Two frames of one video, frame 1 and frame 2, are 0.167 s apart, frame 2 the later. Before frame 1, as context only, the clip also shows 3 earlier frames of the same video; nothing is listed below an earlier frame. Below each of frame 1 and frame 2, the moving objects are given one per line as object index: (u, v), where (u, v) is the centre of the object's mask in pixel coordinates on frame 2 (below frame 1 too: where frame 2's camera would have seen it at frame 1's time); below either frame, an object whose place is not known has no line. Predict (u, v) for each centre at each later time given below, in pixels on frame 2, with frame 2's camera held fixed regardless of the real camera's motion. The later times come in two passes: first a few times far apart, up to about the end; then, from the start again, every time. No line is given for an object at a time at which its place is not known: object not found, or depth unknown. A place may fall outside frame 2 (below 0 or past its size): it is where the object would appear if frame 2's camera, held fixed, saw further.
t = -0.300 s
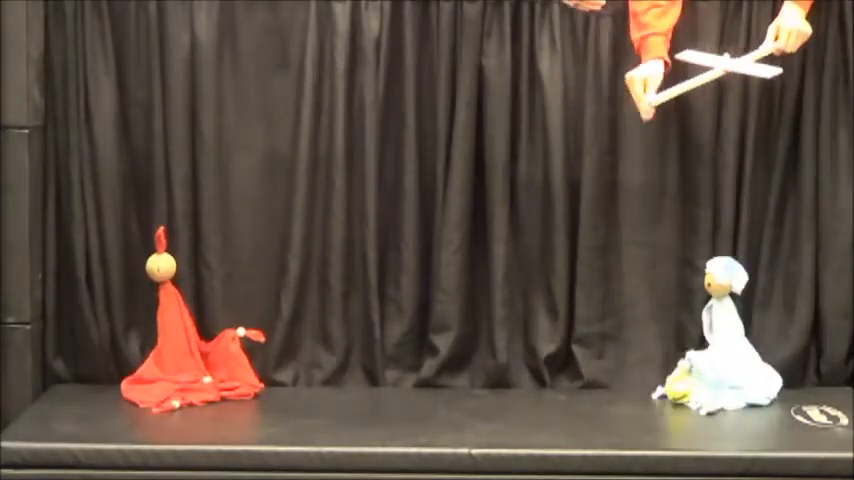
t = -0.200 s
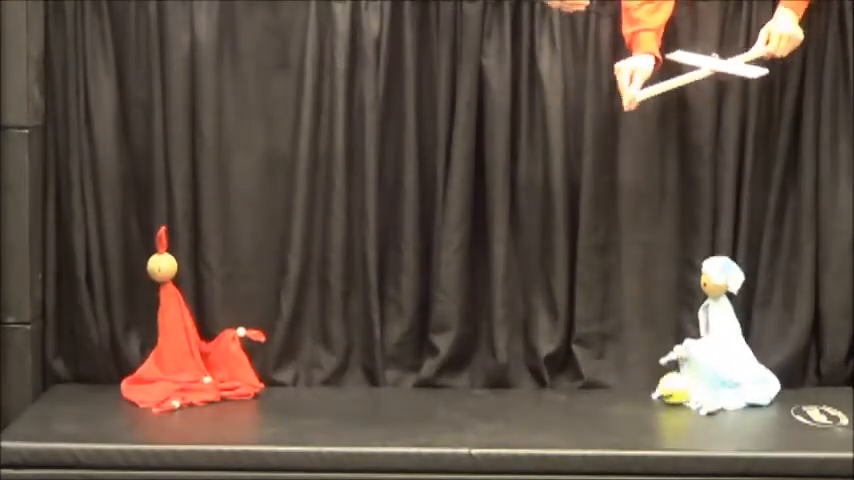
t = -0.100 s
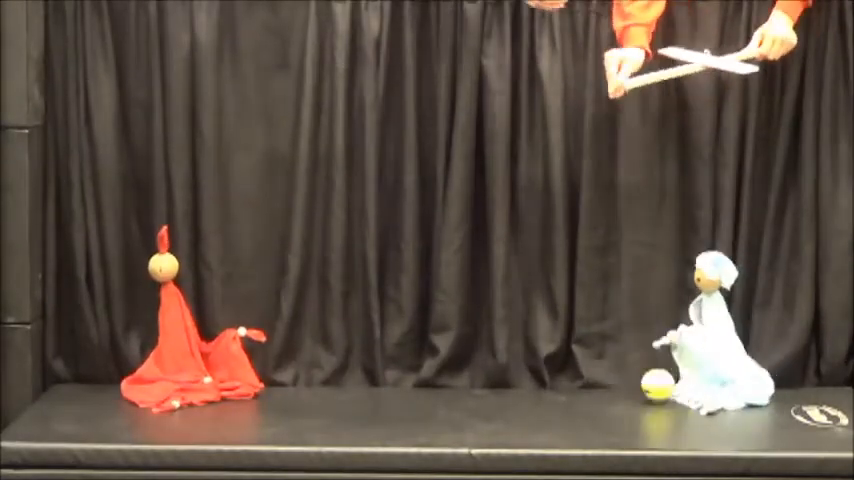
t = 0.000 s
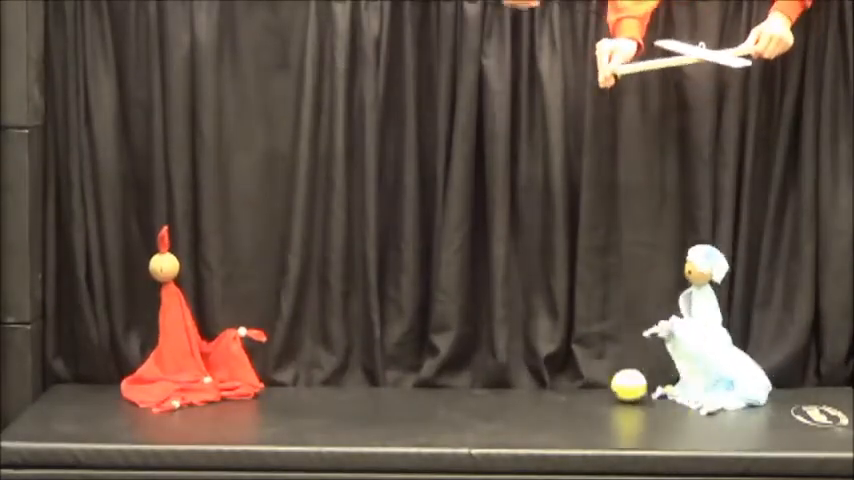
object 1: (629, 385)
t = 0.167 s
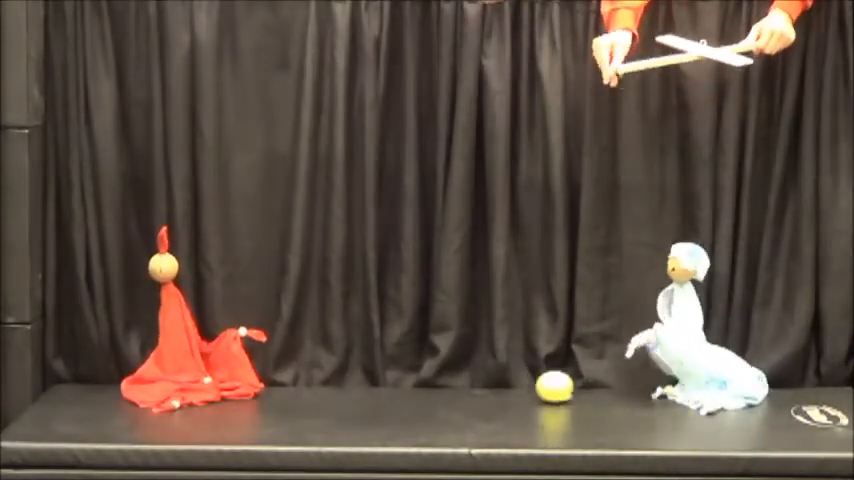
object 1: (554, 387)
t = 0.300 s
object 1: (481, 385)
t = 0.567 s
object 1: (335, 378)
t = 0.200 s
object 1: (537, 387)
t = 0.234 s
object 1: (519, 386)
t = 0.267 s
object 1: (500, 385)
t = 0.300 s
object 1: (481, 385)
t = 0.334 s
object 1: (462, 384)
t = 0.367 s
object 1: (443, 383)
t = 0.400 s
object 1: (424, 383)
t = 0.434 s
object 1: (405, 382)
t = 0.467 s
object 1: (388, 381)
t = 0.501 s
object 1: (370, 380)
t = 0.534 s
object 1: (352, 379)
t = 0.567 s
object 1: (335, 378)
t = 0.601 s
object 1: (318, 377)
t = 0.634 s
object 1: (303, 376)
